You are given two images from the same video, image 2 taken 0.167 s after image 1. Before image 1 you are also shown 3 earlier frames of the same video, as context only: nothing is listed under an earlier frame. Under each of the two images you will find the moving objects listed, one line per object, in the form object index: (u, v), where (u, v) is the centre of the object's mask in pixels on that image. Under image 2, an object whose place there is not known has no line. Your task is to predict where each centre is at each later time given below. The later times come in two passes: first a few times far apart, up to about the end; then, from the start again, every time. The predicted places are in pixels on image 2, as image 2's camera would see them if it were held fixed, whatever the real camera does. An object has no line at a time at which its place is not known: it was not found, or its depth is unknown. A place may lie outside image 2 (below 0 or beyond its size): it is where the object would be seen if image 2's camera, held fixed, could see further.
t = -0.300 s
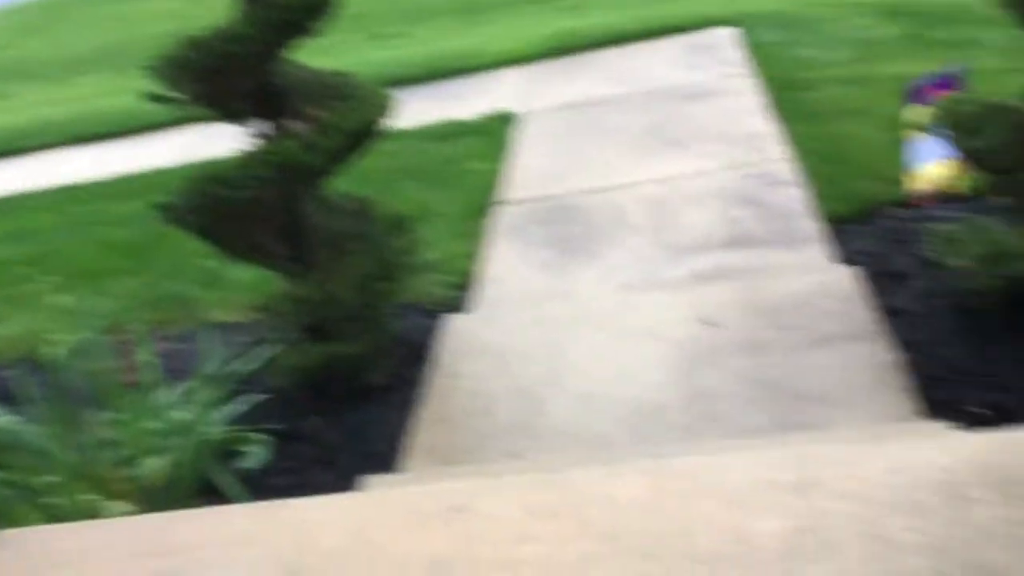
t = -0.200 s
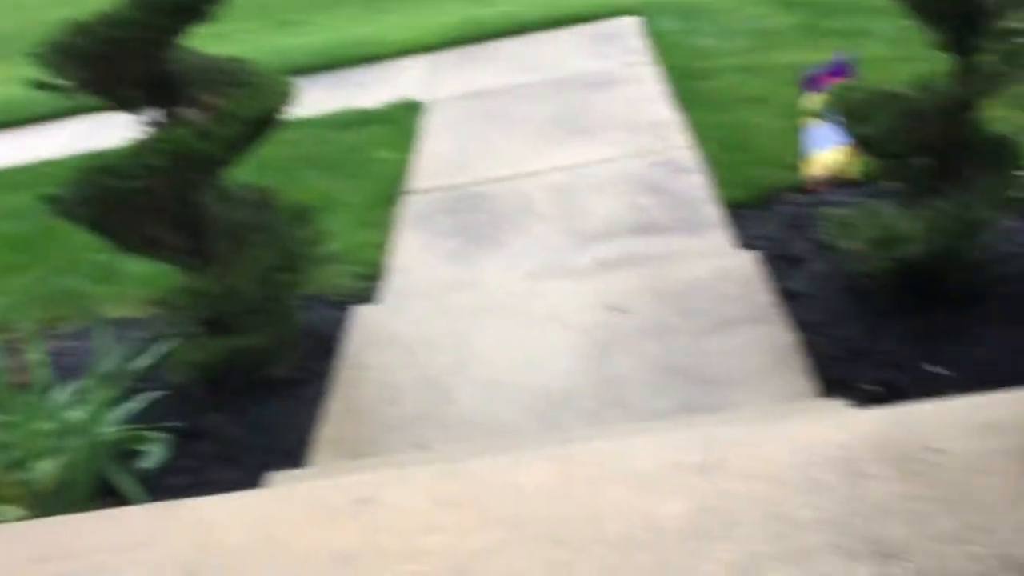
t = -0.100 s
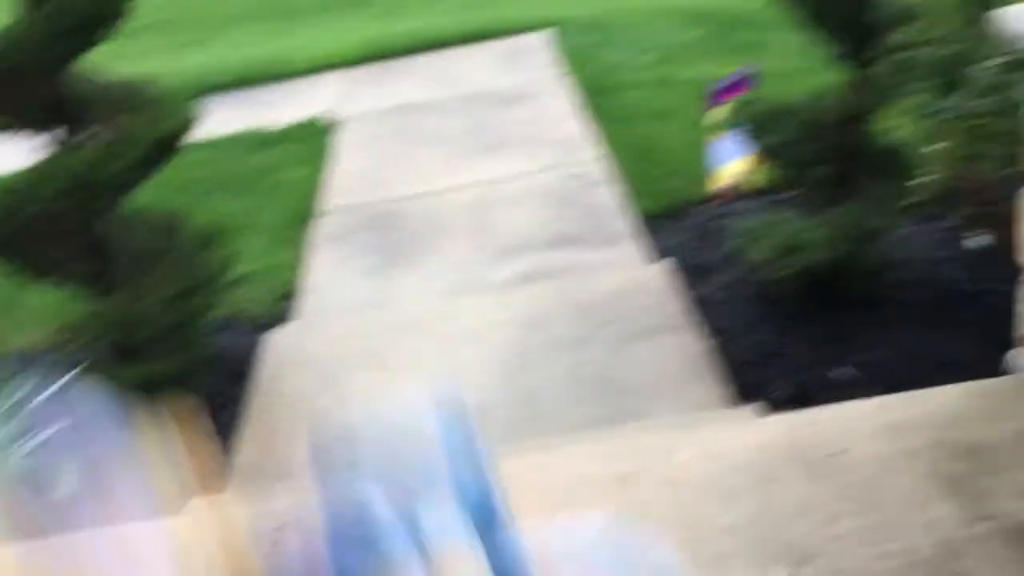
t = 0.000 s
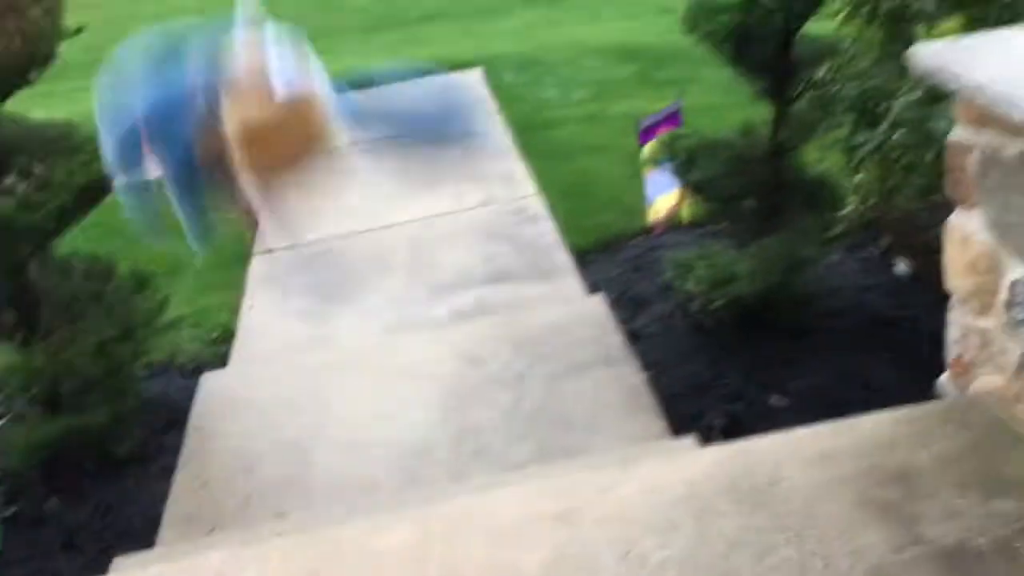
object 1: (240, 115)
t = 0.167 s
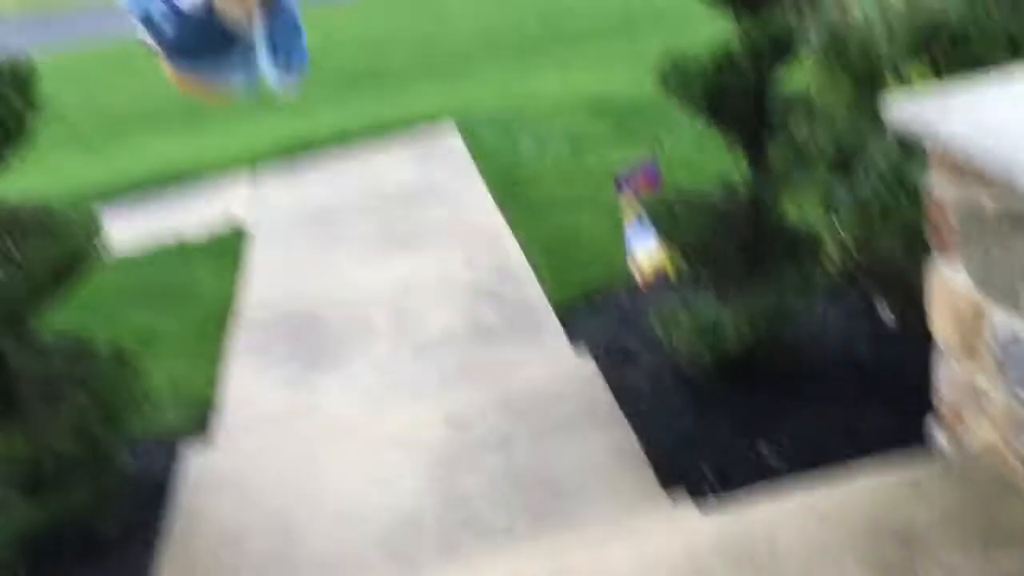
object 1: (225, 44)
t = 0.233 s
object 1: (240, 44)
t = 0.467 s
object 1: (329, 281)
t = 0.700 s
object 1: (395, 526)
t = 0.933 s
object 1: (392, 473)
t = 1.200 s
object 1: (411, 467)
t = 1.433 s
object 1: (420, 459)
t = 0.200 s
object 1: (228, 37)
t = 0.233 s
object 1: (240, 44)
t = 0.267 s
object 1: (252, 70)
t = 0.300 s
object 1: (262, 104)
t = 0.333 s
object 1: (274, 135)
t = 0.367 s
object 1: (285, 170)
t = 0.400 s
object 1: (301, 210)
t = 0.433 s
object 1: (315, 246)
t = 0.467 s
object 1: (329, 281)
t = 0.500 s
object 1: (338, 317)
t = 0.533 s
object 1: (348, 351)
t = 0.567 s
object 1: (359, 386)
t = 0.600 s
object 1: (372, 422)
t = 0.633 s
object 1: (381, 457)
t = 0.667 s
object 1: (388, 493)
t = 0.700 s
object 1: (395, 526)
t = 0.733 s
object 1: (400, 552)
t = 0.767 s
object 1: (400, 544)
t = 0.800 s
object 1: (395, 523)
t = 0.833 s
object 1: (391, 505)
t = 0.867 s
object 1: (392, 491)
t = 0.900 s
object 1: (393, 482)
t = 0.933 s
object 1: (392, 473)
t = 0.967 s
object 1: (394, 467)
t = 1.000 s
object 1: (396, 463)
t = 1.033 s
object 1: (399, 465)
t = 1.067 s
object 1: (402, 468)
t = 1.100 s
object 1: (405, 477)
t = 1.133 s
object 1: (406, 476)
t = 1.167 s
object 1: (408, 470)
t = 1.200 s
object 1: (411, 467)
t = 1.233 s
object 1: (413, 466)
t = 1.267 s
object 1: (415, 464)
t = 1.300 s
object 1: (418, 464)
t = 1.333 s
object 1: (419, 462)
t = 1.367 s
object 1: (420, 461)
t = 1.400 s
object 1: (420, 459)
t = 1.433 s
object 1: (420, 459)
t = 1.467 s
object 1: (420, 459)
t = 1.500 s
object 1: (420, 459)
